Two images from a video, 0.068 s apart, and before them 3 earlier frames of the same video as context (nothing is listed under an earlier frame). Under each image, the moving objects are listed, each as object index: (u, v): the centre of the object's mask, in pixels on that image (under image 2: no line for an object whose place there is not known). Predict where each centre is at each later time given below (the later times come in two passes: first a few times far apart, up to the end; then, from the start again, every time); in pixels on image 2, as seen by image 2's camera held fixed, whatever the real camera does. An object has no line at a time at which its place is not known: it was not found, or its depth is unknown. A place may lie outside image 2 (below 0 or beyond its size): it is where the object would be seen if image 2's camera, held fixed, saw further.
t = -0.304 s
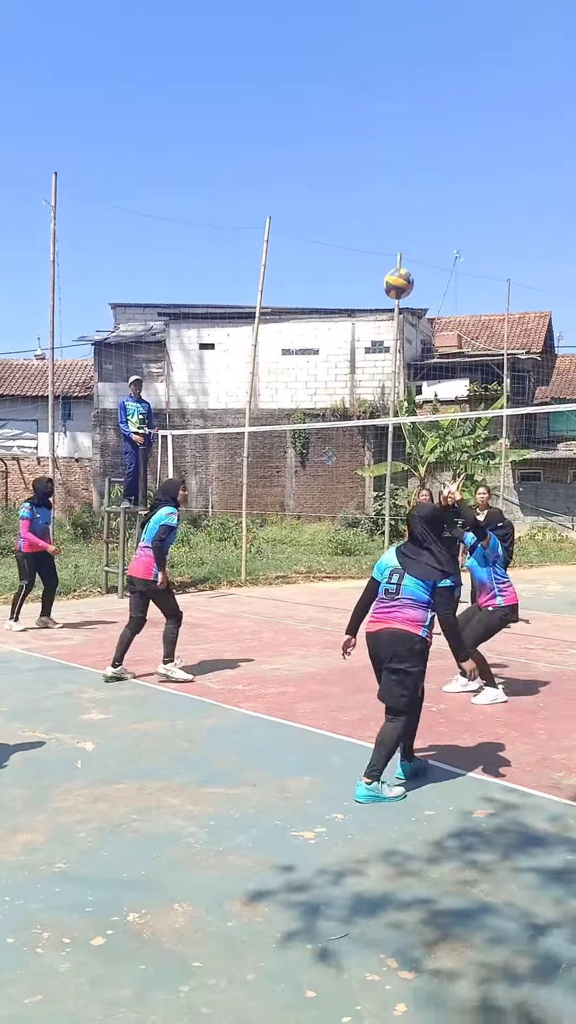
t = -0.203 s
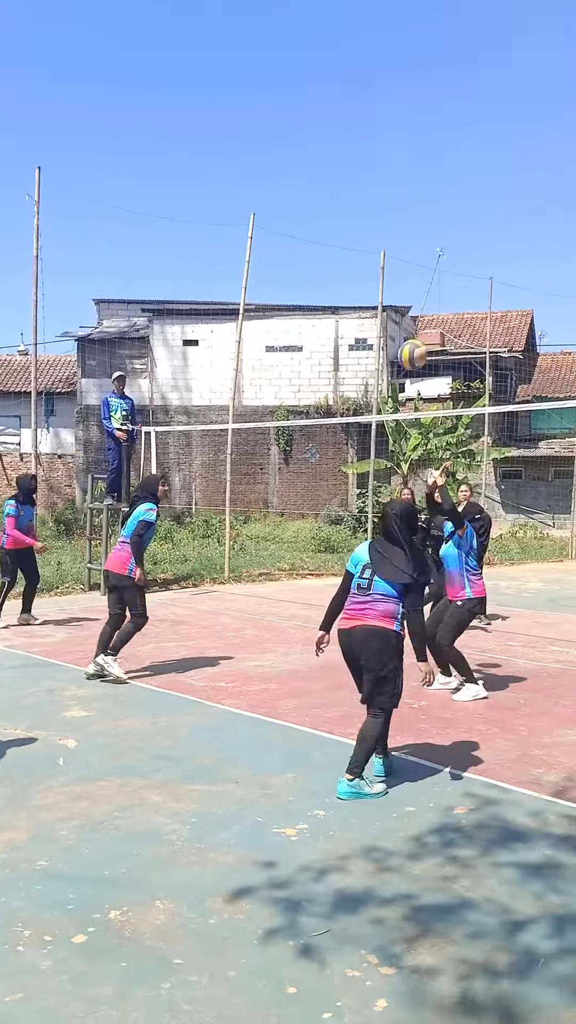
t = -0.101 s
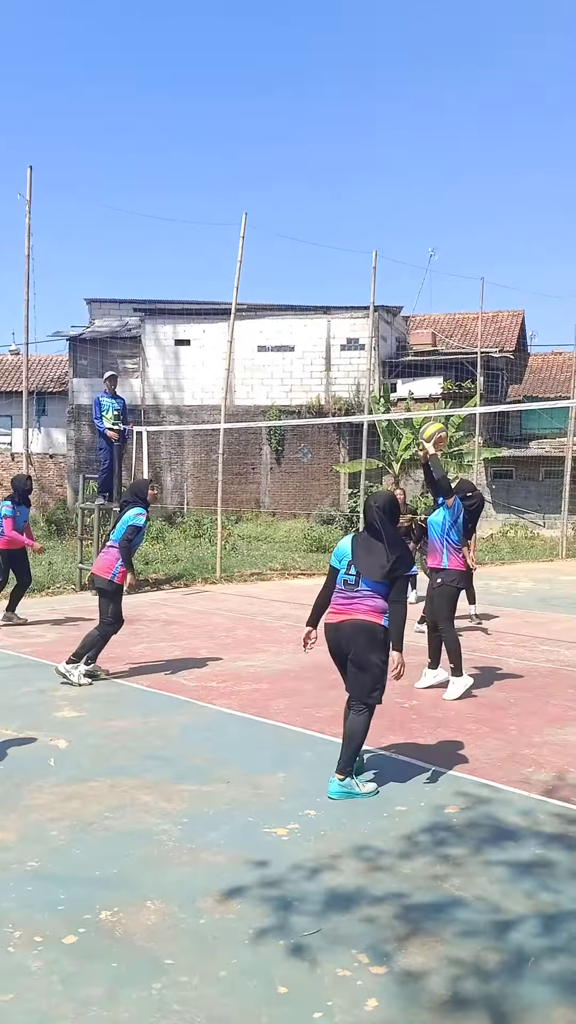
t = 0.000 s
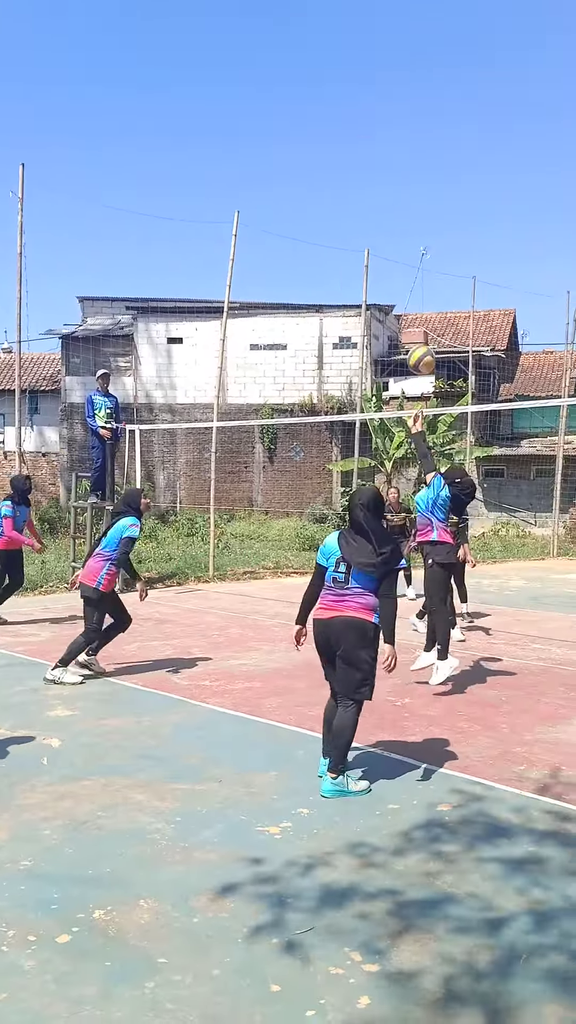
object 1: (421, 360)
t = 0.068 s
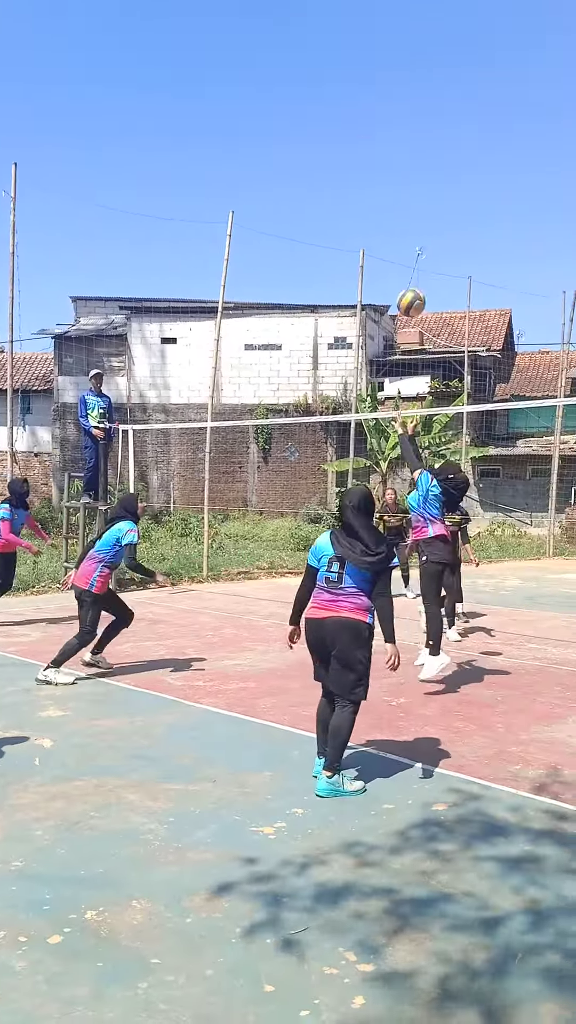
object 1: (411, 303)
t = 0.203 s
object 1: (399, 210)
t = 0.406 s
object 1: (386, 125)
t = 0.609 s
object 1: (375, 95)
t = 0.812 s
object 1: (365, 119)
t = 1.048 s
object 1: (355, 206)
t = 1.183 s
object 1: (350, 282)
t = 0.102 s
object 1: (408, 277)
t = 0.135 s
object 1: (405, 252)
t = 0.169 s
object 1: (402, 230)
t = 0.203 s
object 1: (399, 210)
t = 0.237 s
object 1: (396, 191)
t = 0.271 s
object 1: (394, 174)
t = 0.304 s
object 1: (393, 160)
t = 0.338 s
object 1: (390, 146)
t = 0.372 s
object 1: (388, 135)
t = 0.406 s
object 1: (386, 125)
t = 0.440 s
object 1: (384, 116)
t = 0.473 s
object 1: (382, 109)
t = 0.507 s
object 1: (381, 104)
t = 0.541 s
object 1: (378, 100)
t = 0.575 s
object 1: (377, 97)
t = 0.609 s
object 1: (375, 95)
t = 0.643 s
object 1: (374, 96)
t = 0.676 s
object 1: (372, 98)
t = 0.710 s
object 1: (370, 101)
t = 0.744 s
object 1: (368, 106)
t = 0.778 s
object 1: (367, 112)
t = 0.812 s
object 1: (365, 119)
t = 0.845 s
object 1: (364, 127)
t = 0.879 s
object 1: (362, 137)
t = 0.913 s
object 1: (361, 149)
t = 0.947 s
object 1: (359, 161)
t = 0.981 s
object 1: (357, 174)
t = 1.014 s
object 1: (356, 190)
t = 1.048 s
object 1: (355, 206)
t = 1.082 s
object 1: (353, 223)
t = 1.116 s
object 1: (352, 242)
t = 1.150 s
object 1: (351, 261)
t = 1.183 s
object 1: (350, 282)
